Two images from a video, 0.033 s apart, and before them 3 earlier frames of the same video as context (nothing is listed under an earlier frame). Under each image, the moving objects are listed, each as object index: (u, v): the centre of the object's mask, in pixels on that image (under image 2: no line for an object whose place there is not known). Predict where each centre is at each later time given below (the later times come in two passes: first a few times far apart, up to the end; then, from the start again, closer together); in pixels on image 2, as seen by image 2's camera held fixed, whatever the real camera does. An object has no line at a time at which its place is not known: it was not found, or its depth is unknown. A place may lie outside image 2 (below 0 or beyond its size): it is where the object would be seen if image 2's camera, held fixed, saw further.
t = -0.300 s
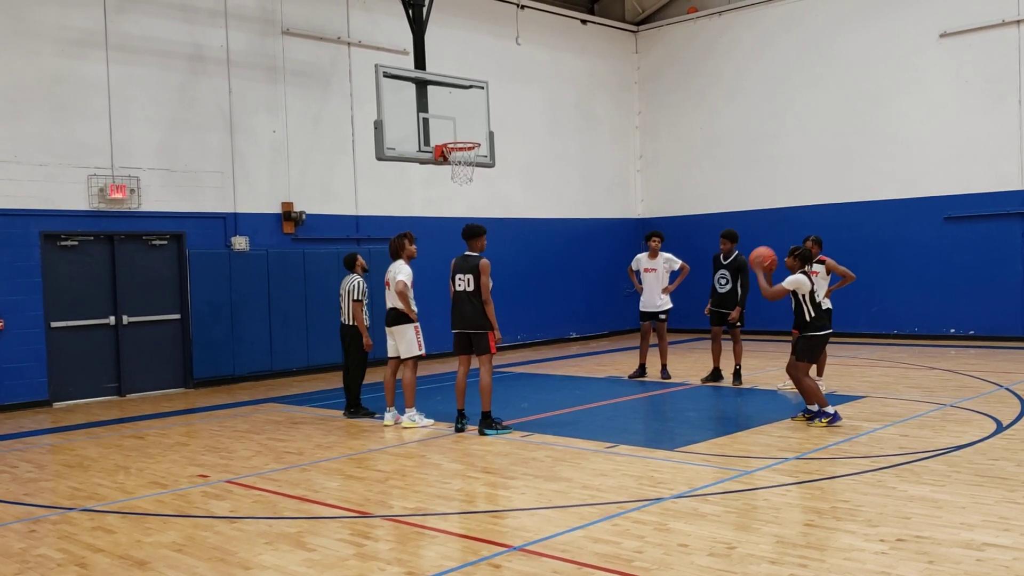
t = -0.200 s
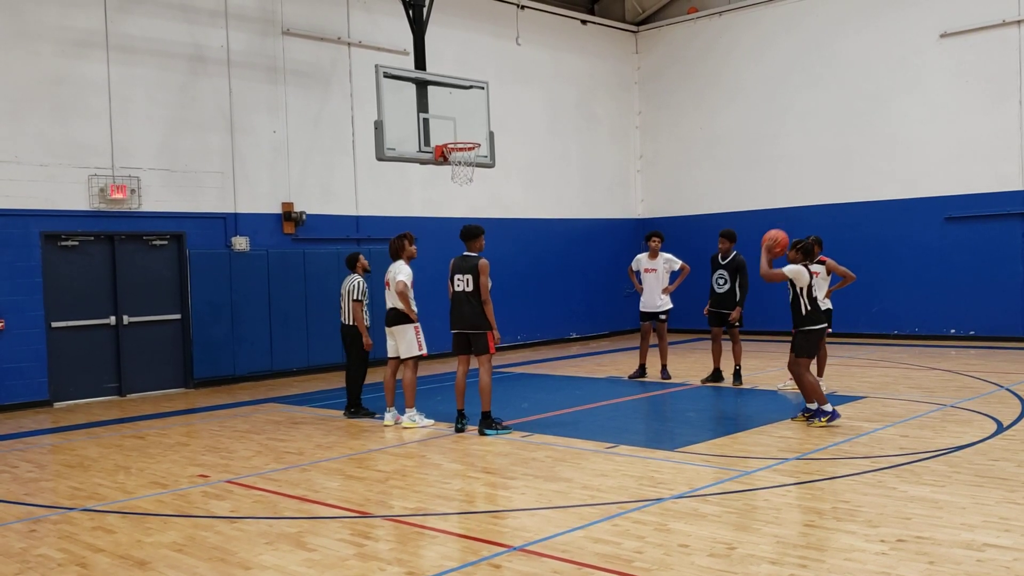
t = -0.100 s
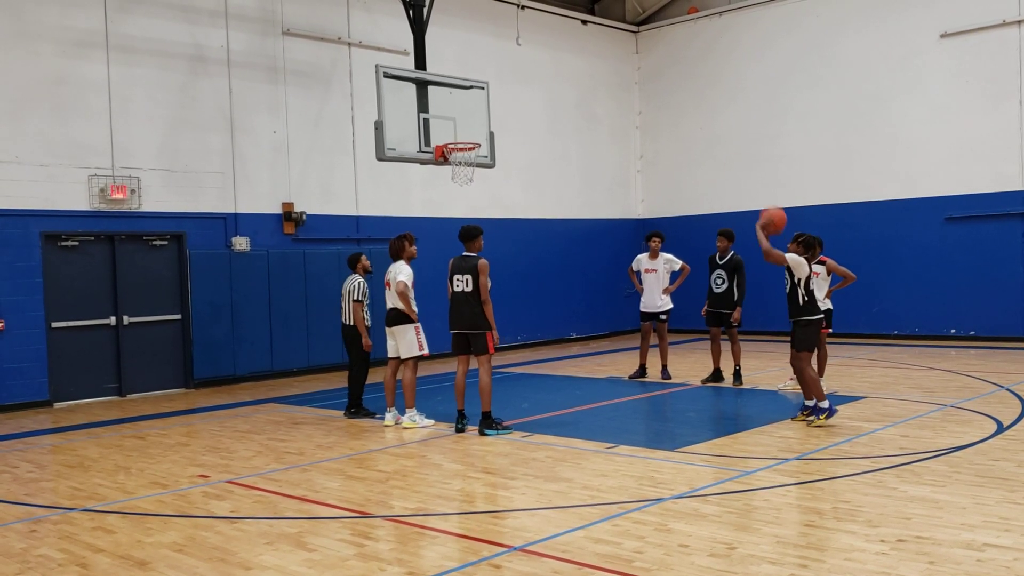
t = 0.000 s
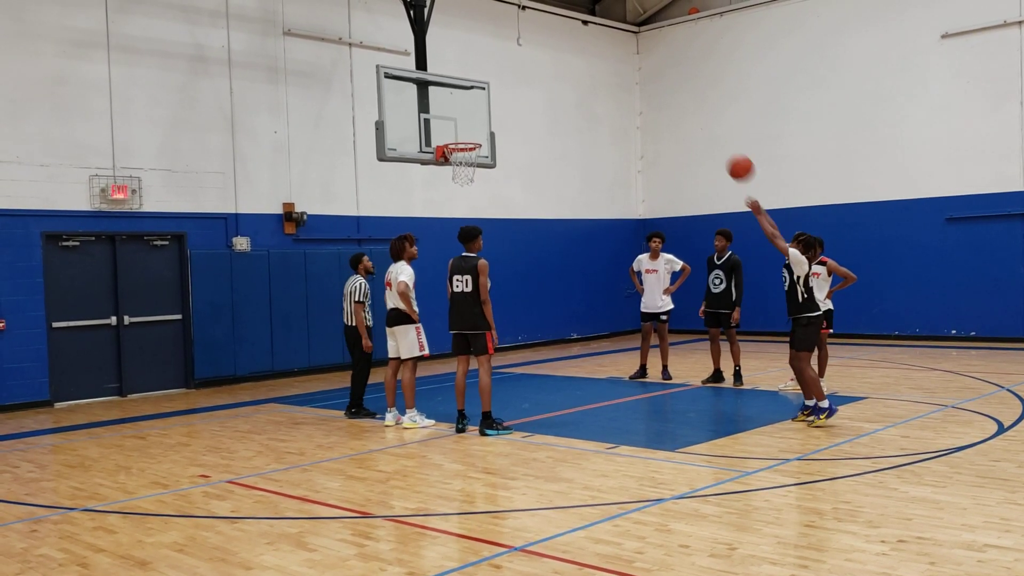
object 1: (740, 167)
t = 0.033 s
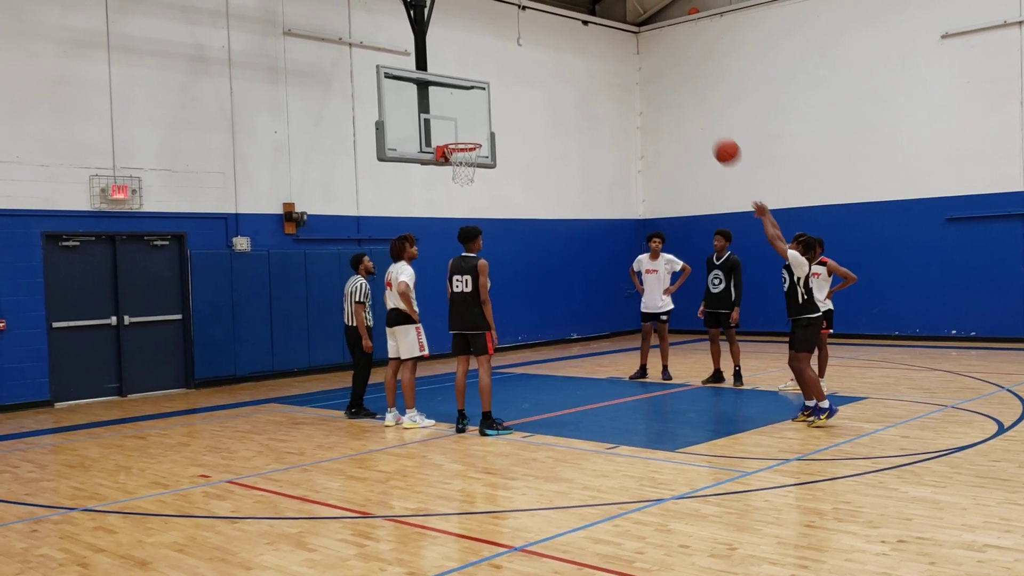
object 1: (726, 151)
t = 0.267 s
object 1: (639, 74)
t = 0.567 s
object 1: (547, 59)
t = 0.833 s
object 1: (479, 108)
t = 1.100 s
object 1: (472, 172)
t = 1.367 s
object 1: (504, 192)
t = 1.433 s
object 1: (512, 206)
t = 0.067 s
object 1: (713, 137)
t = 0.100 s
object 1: (700, 123)
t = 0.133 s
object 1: (687, 110)
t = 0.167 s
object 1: (675, 100)
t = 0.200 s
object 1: (663, 90)
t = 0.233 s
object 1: (651, 81)
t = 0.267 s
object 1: (639, 74)
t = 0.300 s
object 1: (628, 68)
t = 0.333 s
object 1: (617, 64)
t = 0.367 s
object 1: (606, 60)
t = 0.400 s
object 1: (596, 57)
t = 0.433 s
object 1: (585, 55)
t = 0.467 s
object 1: (575, 55)
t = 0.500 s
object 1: (565, 55)
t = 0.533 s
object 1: (556, 57)
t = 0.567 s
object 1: (547, 59)
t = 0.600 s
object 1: (537, 62)
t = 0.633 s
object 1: (528, 66)
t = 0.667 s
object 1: (520, 71)
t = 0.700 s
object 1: (512, 77)
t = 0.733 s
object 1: (503, 84)
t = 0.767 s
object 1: (495, 91)
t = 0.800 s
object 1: (487, 100)
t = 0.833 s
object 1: (479, 108)
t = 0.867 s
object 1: (472, 118)
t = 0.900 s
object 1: (465, 128)
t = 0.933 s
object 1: (458, 138)
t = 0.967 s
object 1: (453, 150)
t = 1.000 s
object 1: (456, 158)
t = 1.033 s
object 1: (463, 169)
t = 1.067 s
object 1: (467, 172)
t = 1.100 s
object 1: (472, 172)
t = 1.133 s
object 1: (477, 171)
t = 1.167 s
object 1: (480, 173)
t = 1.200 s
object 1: (484, 173)
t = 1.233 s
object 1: (488, 175)
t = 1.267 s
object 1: (492, 178)
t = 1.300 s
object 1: (496, 182)
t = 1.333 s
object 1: (500, 187)
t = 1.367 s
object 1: (504, 192)
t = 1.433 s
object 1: (512, 206)
